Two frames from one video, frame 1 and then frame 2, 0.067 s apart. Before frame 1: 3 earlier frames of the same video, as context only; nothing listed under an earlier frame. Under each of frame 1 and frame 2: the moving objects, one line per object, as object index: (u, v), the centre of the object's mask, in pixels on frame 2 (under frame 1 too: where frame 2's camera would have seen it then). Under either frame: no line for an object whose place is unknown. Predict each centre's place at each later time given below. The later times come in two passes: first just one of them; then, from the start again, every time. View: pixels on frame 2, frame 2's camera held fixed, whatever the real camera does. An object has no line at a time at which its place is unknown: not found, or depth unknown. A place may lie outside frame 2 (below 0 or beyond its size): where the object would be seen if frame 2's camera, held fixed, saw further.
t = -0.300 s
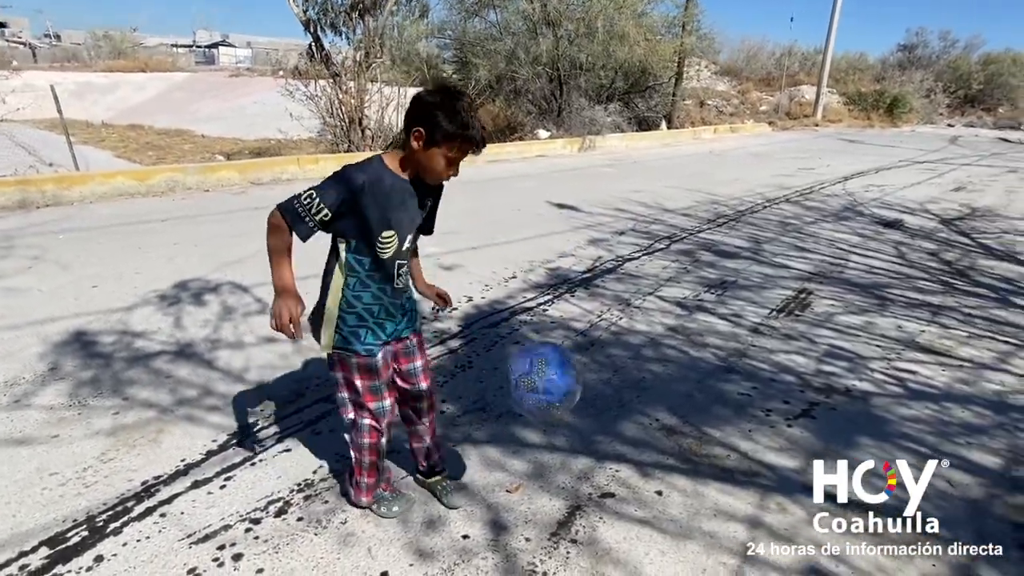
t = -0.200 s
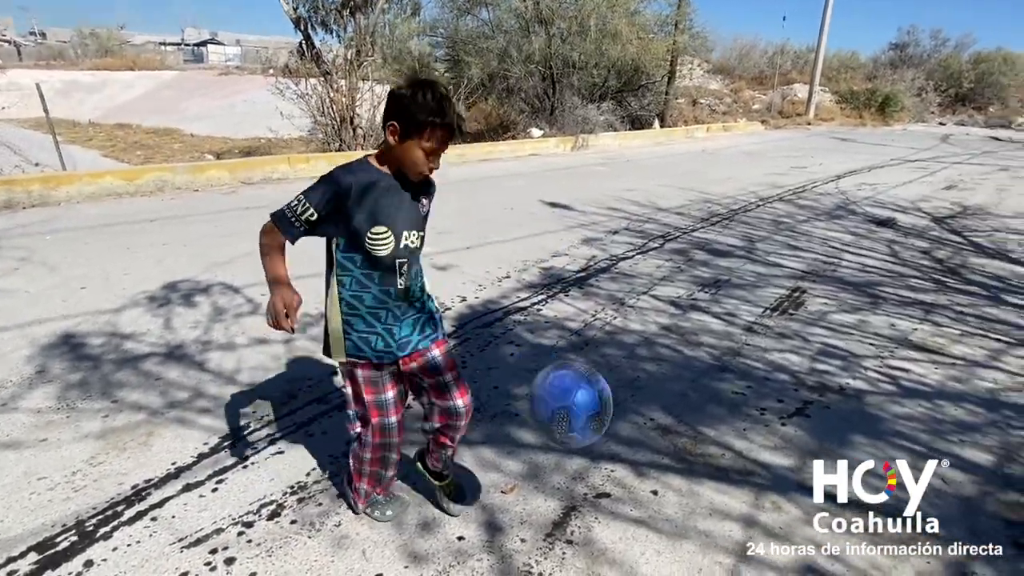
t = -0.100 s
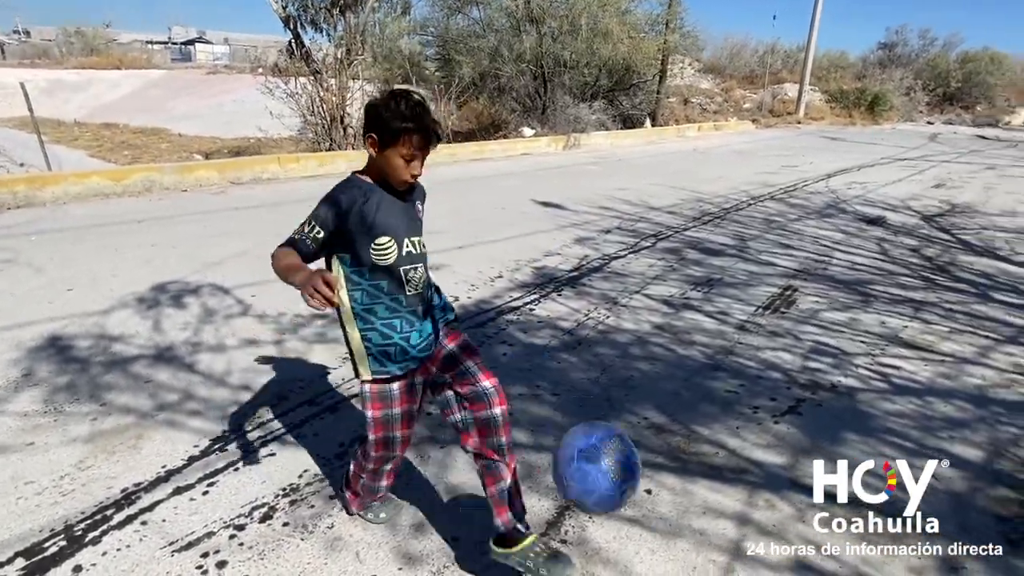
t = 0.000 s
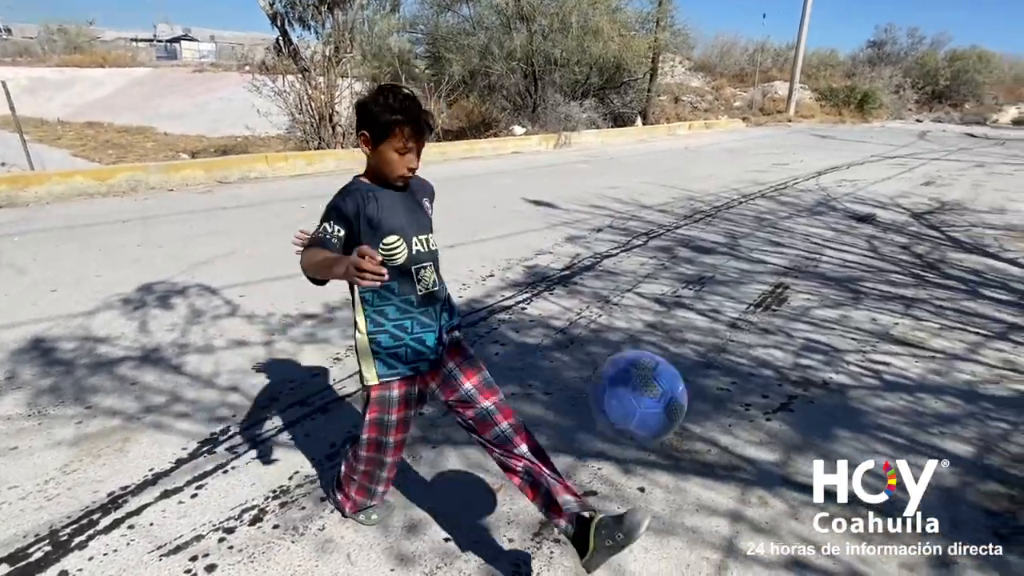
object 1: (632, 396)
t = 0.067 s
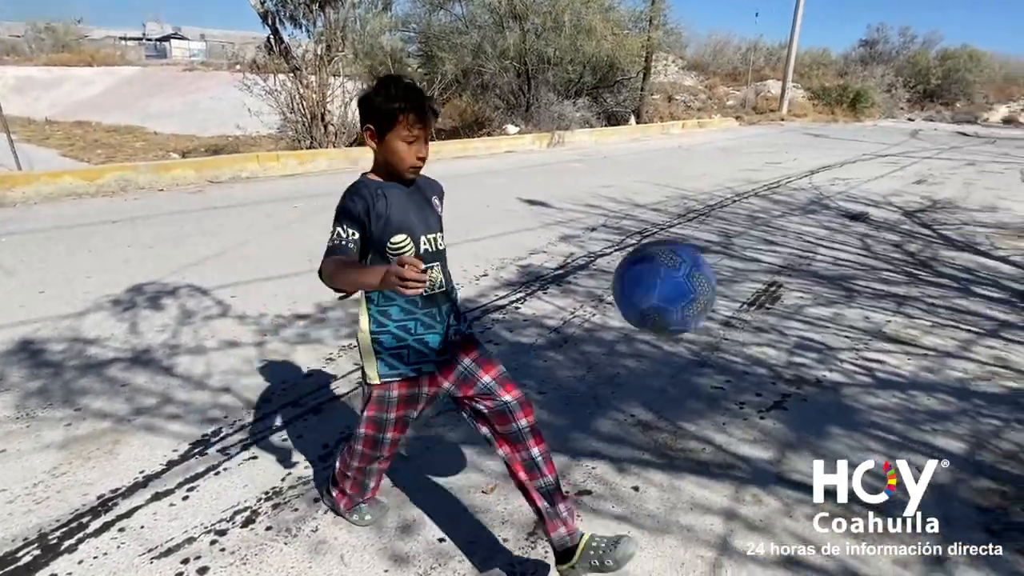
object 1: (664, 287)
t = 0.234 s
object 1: (735, 77)
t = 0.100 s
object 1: (680, 237)
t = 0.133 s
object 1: (695, 190)
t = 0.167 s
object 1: (710, 148)
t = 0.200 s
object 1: (724, 110)
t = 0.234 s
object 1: (735, 77)
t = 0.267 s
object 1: (746, 51)
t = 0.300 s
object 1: (753, 39)
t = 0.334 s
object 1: (761, 32)
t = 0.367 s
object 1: (768, 27)
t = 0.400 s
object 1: (773, 26)
